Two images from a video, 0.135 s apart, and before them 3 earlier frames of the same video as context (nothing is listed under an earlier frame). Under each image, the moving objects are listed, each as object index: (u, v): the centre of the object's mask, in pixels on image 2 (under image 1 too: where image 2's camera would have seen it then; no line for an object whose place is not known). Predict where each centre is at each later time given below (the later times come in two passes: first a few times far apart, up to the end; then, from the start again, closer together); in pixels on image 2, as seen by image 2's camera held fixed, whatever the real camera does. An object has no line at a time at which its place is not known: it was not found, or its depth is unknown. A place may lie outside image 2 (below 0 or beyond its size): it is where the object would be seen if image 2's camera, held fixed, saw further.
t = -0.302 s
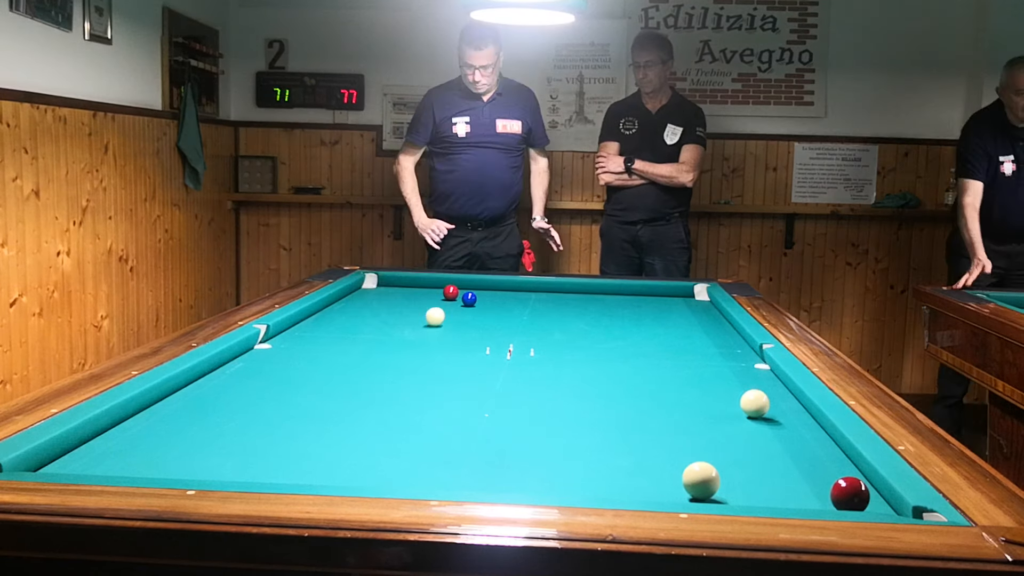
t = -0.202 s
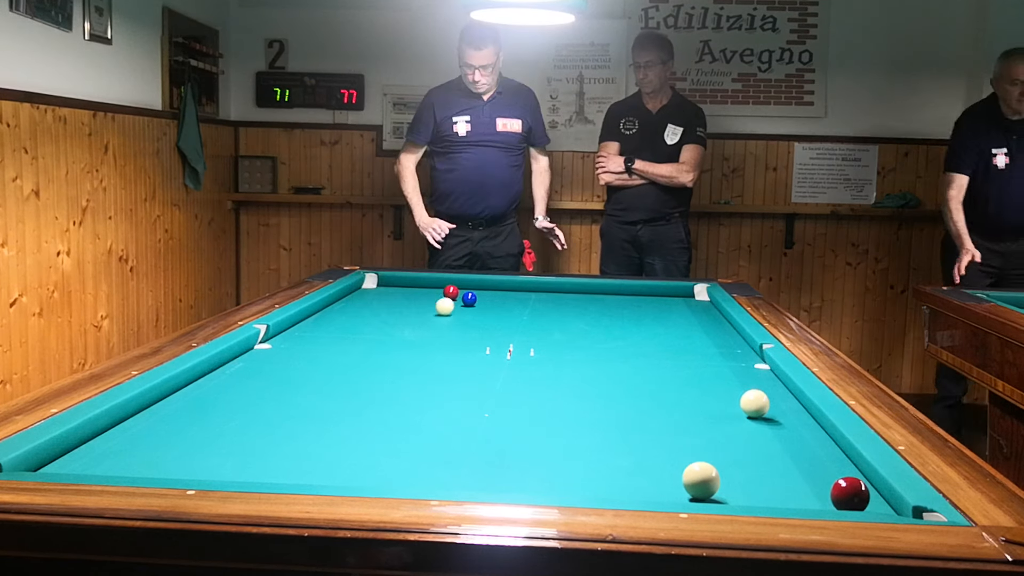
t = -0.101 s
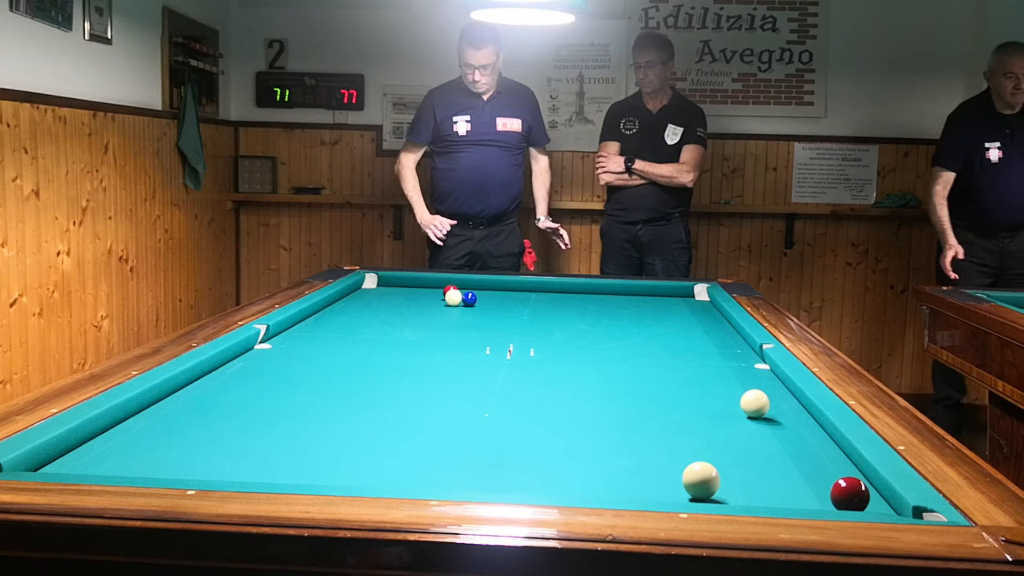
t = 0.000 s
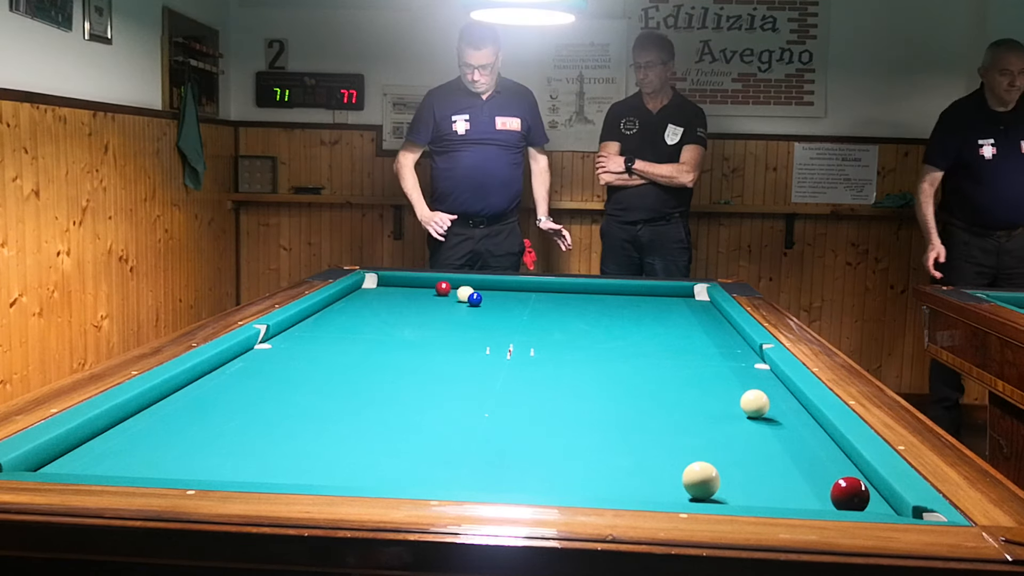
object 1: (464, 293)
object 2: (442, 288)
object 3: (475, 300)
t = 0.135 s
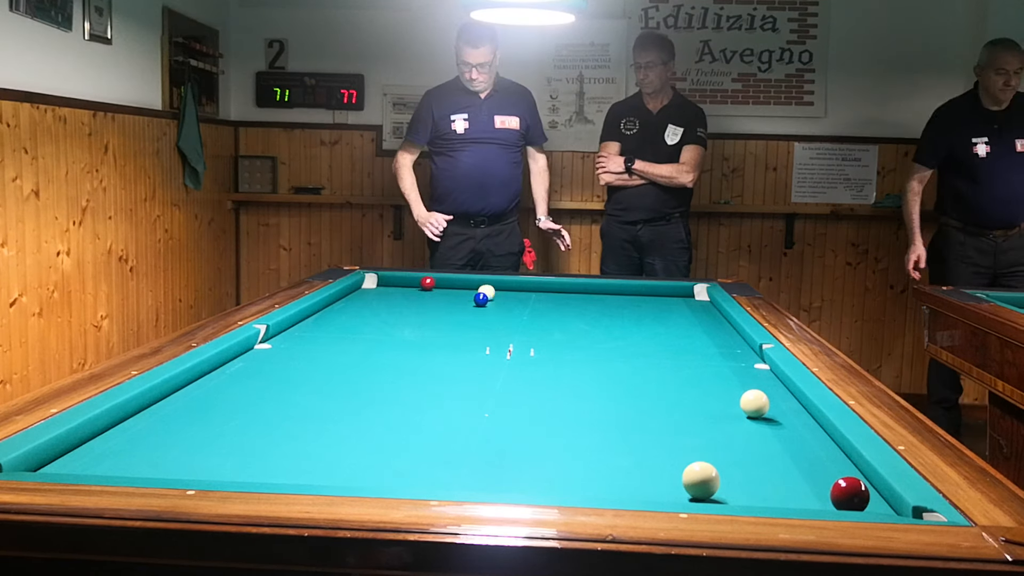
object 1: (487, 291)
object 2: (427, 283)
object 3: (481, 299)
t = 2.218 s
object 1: (659, 321)
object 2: (242, 398)
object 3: (552, 301)
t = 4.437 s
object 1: (711, 368)
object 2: (431, 389)
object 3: (569, 302)
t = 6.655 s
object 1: (661, 413)
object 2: (592, 328)
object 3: (569, 302)
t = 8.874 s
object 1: (620, 448)
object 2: (665, 301)
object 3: (569, 302)
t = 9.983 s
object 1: (611, 458)
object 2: (687, 293)
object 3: (569, 301)
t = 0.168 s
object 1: (492, 291)
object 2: (422, 285)
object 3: (482, 300)
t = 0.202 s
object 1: (496, 291)
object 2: (418, 286)
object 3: (484, 300)
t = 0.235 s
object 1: (500, 291)
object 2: (413, 287)
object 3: (485, 300)
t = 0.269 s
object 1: (504, 290)
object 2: (409, 289)
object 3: (487, 300)
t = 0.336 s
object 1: (512, 289)
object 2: (400, 290)
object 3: (490, 299)
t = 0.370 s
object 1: (516, 288)
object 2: (396, 292)
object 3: (492, 299)
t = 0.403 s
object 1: (520, 287)
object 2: (392, 293)
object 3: (493, 299)
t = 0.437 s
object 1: (524, 286)
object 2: (387, 294)
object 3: (494, 300)
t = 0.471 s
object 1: (528, 286)
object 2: (383, 295)
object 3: (496, 300)
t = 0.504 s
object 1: (530, 286)
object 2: (379, 296)
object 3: (497, 300)
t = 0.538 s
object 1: (533, 287)
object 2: (374, 297)
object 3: (499, 300)
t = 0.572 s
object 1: (535, 288)
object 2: (369, 298)
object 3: (500, 300)
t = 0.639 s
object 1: (539, 289)
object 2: (360, 301)
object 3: (503, 300)
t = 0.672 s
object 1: (542, 290)
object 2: (355, 303)
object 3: (504, 300)
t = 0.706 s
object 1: (544, 290)
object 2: (350, 303)
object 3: (506, 300)
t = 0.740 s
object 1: (546, 291)
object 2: (345, 305)
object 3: (507, 300)
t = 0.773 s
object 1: (548, 291)
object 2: (340, 306)
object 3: (508, 300)
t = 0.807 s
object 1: (551, 292)
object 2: (335, 307)
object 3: (510, 300)
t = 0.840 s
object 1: (553, 293)
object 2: (330, 309)
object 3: (511, 300)
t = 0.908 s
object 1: (558, 294)
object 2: (319, 312)
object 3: (513, 300)
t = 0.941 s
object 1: (560, 294)
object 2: (316, 313)
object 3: (515, 300)
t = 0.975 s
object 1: (562, 295)
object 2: (314, 315)
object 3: (516, 300)
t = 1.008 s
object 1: (565, 296)
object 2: (313, 316)
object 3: (517, 300)
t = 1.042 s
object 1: (567, 296)
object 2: (312, 318)
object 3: (518, 300)
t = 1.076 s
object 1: (570, 297)
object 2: (311, 319)
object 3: (520, 300)
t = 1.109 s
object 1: (572, 298)
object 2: (309, 321)
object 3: (521, 300)
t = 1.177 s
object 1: (577, 299)
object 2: (306, 324)
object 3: (523, 300)
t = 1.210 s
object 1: (579, 300)
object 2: (305, 326)
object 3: (524, 300)
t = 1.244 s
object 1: (582, 300)
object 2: (303, 328)
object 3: (525, 300)
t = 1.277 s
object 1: (584, 301)
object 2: (301, 330)
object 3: (526, 300)
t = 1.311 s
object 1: (587, 302)
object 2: (300, 332)
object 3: (528, 300)
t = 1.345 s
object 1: (589, 302)
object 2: (298, 333)
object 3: (529, 301)
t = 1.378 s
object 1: (592, 303)
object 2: (297, 335)
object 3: (530, 301)
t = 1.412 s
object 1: (594, 303)
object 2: (295, 337)
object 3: (531, 300)
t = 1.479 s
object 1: (599, 305)
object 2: (292, 341)
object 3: (533, 301)
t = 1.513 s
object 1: (602, 306)
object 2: (290, 343)
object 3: (534, 301)
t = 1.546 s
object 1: (604, 306)
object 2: (288, 345)
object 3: (535, 301)
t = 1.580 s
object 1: (607, 307)
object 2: (286, 347)
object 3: (536, 301)
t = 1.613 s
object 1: (610, 308)
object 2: (284, 349)
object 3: (537, 301)
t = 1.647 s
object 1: (612, 308)
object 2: (282, 352)
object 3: (538, 301)
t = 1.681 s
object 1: (615, 309)
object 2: (280, 354)
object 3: (539, 301)
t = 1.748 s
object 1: (620, 310)
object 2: (276, 359)
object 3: (540, 301)
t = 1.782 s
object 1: (623, 311)
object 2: (274, 361)
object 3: (541, 300)
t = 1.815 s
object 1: (626, 312)
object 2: (272, 364)
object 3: (542, 301)
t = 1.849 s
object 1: (628, 312)
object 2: (270, 366)
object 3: (543, 301)
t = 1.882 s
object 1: (631, 313)
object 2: (267, 369)
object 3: (544, 301)
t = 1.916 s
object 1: (634, 314)
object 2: (265, 372)
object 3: (545, 301)
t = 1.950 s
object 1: (636, 315)
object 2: (263, 374)
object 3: (546, 301)
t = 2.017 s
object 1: (642, 316)
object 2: (258, 379)
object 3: (547, 301)
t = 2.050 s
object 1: (645, 317)
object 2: (255, 382)
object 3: (548, 301)
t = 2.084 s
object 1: (647, 318)
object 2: (253, 385)
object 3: (549, 301)
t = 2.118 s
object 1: (650, 318)
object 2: (250, 388)
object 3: (549, 301)
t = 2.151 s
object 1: (653, 319)
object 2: (247, 392)
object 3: (550, 301)
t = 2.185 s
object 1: (656, 320)
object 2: (245, 395)
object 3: (551, 301)
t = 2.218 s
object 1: (659, 321)
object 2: (242, 398)
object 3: (552, 301)
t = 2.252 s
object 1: (661, 321)
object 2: (239, 401)
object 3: (552, 301)
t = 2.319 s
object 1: (667, 323)
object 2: (232, 408)
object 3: (554, 301)
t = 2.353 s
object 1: (670, 324)
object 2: (230, 412)
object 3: (554, 301)
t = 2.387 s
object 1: (673, 325)
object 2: (226, 416)
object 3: (555, 301)
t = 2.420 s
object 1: (676, 325)
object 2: (223, 419)
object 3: (556, 301)
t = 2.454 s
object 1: (679, 326)
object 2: (219, 423)
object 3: (556, 301)
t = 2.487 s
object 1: (682, 327)
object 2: (216, 427)
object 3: (557, 301)
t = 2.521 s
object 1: (685, 328)
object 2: (212, 431)
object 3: (557, 301)
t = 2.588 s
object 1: (691, 329)
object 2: (205, 440)
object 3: (558, 301)
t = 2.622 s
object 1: (694, 330)
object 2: (201, 445)
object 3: (559, 301)
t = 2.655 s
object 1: (697, 331)
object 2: (197, 449)
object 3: (559, 301)
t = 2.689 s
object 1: (700, 332)
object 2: (193, 454)
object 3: (560, 301)
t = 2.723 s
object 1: (703, 333)
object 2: (189, 458)
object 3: (560, 301)
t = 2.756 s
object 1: (706, 333)
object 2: (184, 462)
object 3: (561, 301)
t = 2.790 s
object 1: (709, 334)
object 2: (180, 465)
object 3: (561, 301)
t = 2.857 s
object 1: (715, 336)
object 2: (171, 470)
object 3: (562, 301)
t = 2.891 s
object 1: (718, 337)
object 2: (167, 473)
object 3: (563, 301)
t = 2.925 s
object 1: (721, 337)
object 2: (163, 475)
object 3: (563, 301)
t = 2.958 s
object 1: (724, 338)
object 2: (173, 473)
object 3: (563, 301)
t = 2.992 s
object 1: (727, 339)
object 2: (183, 472)
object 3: (564, 301)
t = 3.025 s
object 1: (731, 340)
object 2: (192, 470)
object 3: (564, 301)
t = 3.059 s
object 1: (734, 341)
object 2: (201, 469)
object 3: (565, 301)
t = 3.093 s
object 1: (737, 342)
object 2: (209, 467)
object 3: (565, 301)
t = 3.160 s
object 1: (740, 343)
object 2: (225, 464)
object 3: (566, 301)
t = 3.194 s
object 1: (739, 344)
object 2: (232, 462)
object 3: (566, 302)
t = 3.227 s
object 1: (738, 344)
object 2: (240, 460)
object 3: (566, 302)
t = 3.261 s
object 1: (738, 345)
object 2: (247, 457)
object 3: (566, 301)
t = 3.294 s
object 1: (737, 346)
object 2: (254, 454)
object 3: (567, 302)
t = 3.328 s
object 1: (736, 346)
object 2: (261, 452)
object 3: (567, 301)
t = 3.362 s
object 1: (736, 347)
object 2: (268, 449)
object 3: (567, 302)
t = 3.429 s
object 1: (734, 348)
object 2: (282, 444)
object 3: (568, 301)
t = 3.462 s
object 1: (734, 349)
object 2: (288, 442)
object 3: (568, 301)
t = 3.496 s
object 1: (733, 350)
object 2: (294, 439)
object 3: (568, 301)
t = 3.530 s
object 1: (732, 350)
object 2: (301, 437)
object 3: (568, 301)
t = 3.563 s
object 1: (732, 351)
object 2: (307, 435)
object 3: (568, 301)
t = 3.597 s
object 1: (731, 352)
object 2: (313, 432)
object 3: (568, 301)
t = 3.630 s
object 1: (730, 352)
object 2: (319, 430)
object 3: (569, 301)
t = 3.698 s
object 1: (728, 353)
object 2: (330, 426)
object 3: (569, 301)
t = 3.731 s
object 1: (728, 354)
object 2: (335, 424)
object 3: (569, 301)
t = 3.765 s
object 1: (727, 355)
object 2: (341, 422)
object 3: (569, 301)
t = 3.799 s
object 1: (726, 355)
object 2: (346, 420)
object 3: (569, 302)
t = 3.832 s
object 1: (725, 356)
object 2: (351, 418)
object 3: (569, 302)
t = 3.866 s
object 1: (725, 357)
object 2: (356, 416)
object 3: (569, 301)
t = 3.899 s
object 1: (724, 358)
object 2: (361, 414)
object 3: (569, 302)
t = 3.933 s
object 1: (723, 358)
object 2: (366, 413)
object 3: (569, 301)
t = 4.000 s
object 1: (721, 360)
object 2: (376, 409)
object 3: (569, 301)
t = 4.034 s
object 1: (721, 360)
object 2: (380, 407)
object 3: (569, 301)
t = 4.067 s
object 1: (720, 361)
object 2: (385, 406)
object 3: (569, 301)
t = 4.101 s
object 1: (719, 361)
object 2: (390, 404)
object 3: (569, 301)
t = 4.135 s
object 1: (718, 362)
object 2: (394, 402)
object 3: (569, 301)
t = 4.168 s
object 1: (717, 363)
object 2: (399, 401)
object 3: (569, 301)
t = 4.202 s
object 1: (717, 363)
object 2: (403, 399)
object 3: (569, 301)
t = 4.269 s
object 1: (715, 365)
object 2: (411, 396)
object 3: (569, 301)
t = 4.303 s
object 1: (714, 365)
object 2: (415, 394)
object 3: (569, 301)
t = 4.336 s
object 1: (713, 366)
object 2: (419, 393)
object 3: (569, 301)
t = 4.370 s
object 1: (712, 367)
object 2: (423, 392)
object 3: (569, 301)
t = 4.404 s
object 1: (712, 367)
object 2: (427, 390)
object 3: (569, 301)
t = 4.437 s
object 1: (711, 368)
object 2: (431, 389)
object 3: (569, 302)
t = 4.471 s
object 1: (710, 369)
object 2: (435, 387)
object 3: (569, 301)
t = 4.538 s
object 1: (708, 370)
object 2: (442, 385)
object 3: (569, 301)
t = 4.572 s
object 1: (708, 371)
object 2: (445, 383)
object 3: (569, 301)
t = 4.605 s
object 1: (707, 371)
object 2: (449, 382)
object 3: (569, 301)
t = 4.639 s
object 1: (706, 372)
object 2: (453, 381)
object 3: (569, 301)
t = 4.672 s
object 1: (705, 373)
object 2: (456, 379)
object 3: (569, 301)
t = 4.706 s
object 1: (705, 373)
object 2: (459, 378)
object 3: (569, 301)
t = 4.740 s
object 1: (704, 374)
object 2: (462, 377)
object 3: (569, 301)
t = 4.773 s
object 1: (703, 375)
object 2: (466, 376)
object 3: (569, 301)
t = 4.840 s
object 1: (701, 376)
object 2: (472, 374)
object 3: (569, 301)
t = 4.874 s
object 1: (701, 377)
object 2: (475, 372)
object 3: (569, 301)
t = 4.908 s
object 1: (700, 377)
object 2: (478, 371)
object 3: (569, 301)
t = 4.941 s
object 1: (699, 378)
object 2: (481, 370)
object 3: (569, 301)
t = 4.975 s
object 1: (698, 379)
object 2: (484, 369)
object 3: (569, 301)
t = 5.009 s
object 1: (697, 379)
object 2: (487, 367)
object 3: (569, 301)
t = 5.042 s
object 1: (697, 380)
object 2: (490, 367)
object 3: (569, 301)
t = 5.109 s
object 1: (695, 382)
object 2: (496, 364)
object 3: (569, 301)
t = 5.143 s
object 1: (694, 382)
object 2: (499, 363)
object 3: (569, 301)
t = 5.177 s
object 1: (694, 383)
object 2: (501, 362)
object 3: (569, 301)
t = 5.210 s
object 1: (693, 384)
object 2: (504, 361)
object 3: (569, 302)
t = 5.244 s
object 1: (692, 384)
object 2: (507, 360)
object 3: (569, 301)
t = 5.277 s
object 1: (691, 385)
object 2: (509, 359)
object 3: (569, 301)
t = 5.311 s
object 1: (690, 386)
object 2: (512, 358)
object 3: (569, 301)
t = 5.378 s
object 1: (689, 387)
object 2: (517, 356)
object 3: (569, 301)
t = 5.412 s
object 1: (688, 388)
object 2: (520, 355)
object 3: (569, 301)
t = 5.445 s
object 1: (687, 389)
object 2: (522, 354)
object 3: (569, 301)
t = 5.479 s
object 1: (687, 389)
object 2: (524, 353)
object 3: (569, 301)
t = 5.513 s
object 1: (686, 390)
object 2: (526, 353)
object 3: (569, 301)
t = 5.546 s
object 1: (685, 391)
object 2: (529, 352)
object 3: (569, 301)
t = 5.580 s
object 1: (684, 391)
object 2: (531, 351)
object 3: (569, 301)
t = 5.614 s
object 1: (684, 392)
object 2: (533, 350)
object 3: (569, 301)
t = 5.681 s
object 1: (682, 394)
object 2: (538, 349)
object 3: (569, 301)
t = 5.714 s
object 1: (682, 394)
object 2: (540, 348)
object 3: (569, 301)
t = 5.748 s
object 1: (681, 395)
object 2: (542, 347)
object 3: (569, 301)
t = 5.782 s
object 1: (680, 396)
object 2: (544, 346)
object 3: (569, 301)
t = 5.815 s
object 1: (679, 396)
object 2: (547, 346)
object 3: (569, 301)
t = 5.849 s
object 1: (679, 397)
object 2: (549, 345)
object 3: (569, 301)
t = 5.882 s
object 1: (678, 398)
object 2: (551, 344)
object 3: (569, 301)
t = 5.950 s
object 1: (676, 399)
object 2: (555, 342)
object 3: (569, 301)
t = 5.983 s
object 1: (676, 400)
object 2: (557, 342)
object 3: (569, 301)
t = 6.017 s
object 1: (675, 400)
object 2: (559, 341)
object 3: (569, 302)
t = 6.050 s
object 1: (674, 401)
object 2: (561, 340)
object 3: (569, 301)
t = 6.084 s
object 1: (673, 402)
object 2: (563, 339)
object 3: (569, 301)
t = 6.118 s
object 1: (673, 402)
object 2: (565, 339)
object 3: (569, 301)
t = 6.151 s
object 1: (672, 403)
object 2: (566, 338)
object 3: (569, 301)
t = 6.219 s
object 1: (670, 404)
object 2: (570, 336)
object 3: (569, 301)
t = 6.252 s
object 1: (670, 405)
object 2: (572, 336)
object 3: (569, 301)
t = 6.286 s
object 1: (669, 406)
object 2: (574, 335)
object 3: (569, 301)
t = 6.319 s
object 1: (668, 406)
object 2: (575, 335)
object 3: (569, 302)
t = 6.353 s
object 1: (668, 407)
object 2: (577, 334)
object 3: (569, 302)
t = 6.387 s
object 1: (667, 408)
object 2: (579, 333)
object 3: (569, 302)
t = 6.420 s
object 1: (666, 408)
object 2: (581, 333)
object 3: (569, 302)
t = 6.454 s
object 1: (666, 409)
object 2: (582, 332)
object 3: (569, 301)
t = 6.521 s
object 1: (664, 410)
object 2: (586, 331)
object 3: (569, 302)
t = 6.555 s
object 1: (663, 411)
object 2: (587, 330)
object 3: (569, 302)
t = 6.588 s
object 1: (663, 412)
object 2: (589, 329)
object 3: (569, 301)
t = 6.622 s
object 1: (662, 413)
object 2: (590, 329)
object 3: (569, 301)
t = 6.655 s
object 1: (661, 413)
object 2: (592, 328)
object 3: (569, 302)
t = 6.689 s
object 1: (660, 414)
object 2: (594, 328)
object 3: (569, 301)
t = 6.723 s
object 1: (660, 415)
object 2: (595, 327)
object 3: (569, 302)
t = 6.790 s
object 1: (658, 416)
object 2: (598, 326)
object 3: (569, 301)
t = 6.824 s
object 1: (658, 416)
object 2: (599, 325)
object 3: (569, 301)
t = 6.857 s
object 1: (657, 417)
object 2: (601, 325)
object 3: (569, 302)
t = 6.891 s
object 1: (656, 418)
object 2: (602, 324)
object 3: (569, 302)
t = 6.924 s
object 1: (655, 418)
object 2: (604, 324)
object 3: (569, 301)
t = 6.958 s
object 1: (655, 419)
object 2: (605, 323)
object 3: (569, 302)
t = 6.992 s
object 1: (654, 419)
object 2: (607, 323)
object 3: (569, 302)
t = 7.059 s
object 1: (652, 421)
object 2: (609, 322)
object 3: (569, 302)
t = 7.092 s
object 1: (652, 421)
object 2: (611, 321)
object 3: (569, 302)
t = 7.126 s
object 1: (651, 422)
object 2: (612, 321)
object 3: (569, 302)
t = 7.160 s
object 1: (650, 423)
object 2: (613, 320)
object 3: (569, 302)
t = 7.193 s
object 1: (650, 423)
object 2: (615, 320)
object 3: (569, 302)
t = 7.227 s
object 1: (649, 424)
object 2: (616, 319)
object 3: (569, 302)
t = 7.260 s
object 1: (648, 424)
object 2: (617, 319)
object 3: (569, 302)
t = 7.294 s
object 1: (647, 425)
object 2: (618, 318)
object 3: (569, 301)
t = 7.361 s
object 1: (646, 426)
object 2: (621, 317)
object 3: (569, 302)
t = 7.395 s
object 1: (645, 427)
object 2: (622, 317)
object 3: (569, 302)
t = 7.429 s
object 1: (645, 427)
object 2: (623, 316)
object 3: (569, 301)
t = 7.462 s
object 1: (644, 428)
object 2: (625, 316)
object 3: (569, 301)
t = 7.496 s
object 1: (643, 429)
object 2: (626, 315)
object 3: (569, 301)
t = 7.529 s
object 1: (642, 429)
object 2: (627, 315)
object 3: (569, 302)
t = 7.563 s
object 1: (642, 430)
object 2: (628, 315)
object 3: (569, 302)
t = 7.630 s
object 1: (640, 431)
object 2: (630, 314)
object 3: (569, 302)
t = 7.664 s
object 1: (640, 432)
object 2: (631, 314)
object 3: (569, 302)
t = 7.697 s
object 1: (639, 432)
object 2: (632, 313)
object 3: (569, 302)
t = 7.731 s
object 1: (638, 433)
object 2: (634, 313)
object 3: (569, 301)
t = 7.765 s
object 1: (638, 433)
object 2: (635, 312)
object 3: (569, 301)
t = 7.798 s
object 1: (637, 434)
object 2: (636, 312)
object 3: (569, 302)
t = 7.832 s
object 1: (637, 434)
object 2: (637, 311)
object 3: (569, 302)
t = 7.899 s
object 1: (635, 435)
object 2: (639, 311)
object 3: (569, 302)
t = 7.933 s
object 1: (635, 436)
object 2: (640, 310)
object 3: (569, 301)
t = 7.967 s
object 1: (634, 436)
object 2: (641, 310)
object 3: (569, 301)
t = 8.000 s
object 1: (633, 437)
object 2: (642, 309)
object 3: (569, 302)
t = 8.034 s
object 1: (633, 437)
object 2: (643, 309)
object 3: (569, 302)
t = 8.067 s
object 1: (632, 438)
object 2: (644, 309)
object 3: (569, 302)
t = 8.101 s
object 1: (631, 438)
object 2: (645, 308)
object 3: (569, 302)
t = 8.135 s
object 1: (631, 439)
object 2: (646, 308)
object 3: (569, 302)
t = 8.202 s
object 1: (630, 440)
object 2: (648, 307)
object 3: (569, 302)
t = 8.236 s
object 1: (629, 440)
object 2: (649, 307)
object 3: (569, 301)
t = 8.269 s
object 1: (629, 441)
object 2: (650, 306)
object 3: (569, 301)
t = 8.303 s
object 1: (628, 441)
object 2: (650, 306)
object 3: (569, 301)
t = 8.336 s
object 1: (628, 442)
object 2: (651, 306)
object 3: (569, 301)
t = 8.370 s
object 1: (627, 442)
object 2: (652, 306)
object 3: (569, 301)
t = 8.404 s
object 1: (626, 443)
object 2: (653, 305)
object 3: (569, 301)
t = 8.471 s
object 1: (625, 444)
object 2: (655, 304)
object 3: (569, 301)
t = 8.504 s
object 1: (625, 444)
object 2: (656, 304)
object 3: (569, 301)
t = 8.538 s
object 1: (624, 445)
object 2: (657, 304)
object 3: (569, 301)
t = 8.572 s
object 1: (624, 445)
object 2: (658, 304)
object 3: (569, 301)
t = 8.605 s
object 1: (623, 445)
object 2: (658, 303)
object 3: (569, 301)
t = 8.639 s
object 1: (623, 446)
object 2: (659, 303)
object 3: (569, 301)
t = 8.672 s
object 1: (622, 446)
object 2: (660, 303)
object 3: (569, 301)
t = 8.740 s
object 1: (622, 447)
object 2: (662, 302)
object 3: (569, 302)
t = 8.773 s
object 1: (621, 447)
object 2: (662, 302)
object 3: (569, 302)
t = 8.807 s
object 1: (621, 448)
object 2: (663, 301)
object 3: (569, 302)
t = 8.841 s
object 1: (621, 448)
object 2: (664, 301)
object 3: (569, 302)
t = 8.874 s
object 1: (620, 448)
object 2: (665, 301)
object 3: (569, 302)
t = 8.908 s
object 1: (620, 449)
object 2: (666, 300)
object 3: (569, 302)
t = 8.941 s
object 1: (619, 449)
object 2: (666, 300)
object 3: (569, 302)
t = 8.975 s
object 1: (619, 450)
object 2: (667, 300)
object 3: (569, 302)
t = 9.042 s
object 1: (618, 450)
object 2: (668, 299)
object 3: (569, 302)
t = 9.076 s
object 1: (618, 451)
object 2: (669, 299)
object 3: (569, 302)
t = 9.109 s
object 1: (617, 451)
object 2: (670, 299)
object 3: (569, 302)
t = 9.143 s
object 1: (617, 451)
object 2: (671, 299)
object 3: (569, 301)
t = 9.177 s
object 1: (617, 452)
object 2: (671, 298)
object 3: (569, 301)
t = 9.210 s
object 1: (617, 452)
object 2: (672, 298)
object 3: (569, 302)
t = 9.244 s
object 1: (616, 452)
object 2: (673, 298)
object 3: (569, 302)
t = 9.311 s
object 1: (616, 453)
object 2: (674, 297)
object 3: (569, 302)
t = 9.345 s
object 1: (615, 453)
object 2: (675, 297)
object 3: (569, 302)
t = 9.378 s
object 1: (615, 454)
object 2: (676, 297)
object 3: (569, 301)
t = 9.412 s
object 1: (615, 454)
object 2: (676, 297)
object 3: (569, 301)
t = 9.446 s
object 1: (615, 454)
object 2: (677, 296)
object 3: (569, 301)
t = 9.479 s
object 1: (614, 455)
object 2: (678, 296)
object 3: (569, 301)
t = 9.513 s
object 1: (614, 455)
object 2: (678, 296)
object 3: (569, 301)
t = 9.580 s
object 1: (614, 455)
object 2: (680, 296)
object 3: (569, 301)
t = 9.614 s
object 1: (613, 456)
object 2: (680, 295)
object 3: (569, 301)
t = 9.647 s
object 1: (613, 456)
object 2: (681, 295)
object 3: (569, 301)
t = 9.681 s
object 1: (613, 456)
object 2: (682, 295)
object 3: (569, 301)
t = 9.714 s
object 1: (613, 456)
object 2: (682, 295)
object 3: (569, 301)
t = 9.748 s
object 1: (612, 457)
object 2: (683, 294)
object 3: (569, 301)
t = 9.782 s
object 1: (612, 457)
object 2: (683, 294)
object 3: (569, 301)
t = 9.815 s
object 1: (612, 457)
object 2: (684, 294)
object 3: (569, 301)
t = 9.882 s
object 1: (612, 457)
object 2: (685, 293)
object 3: (569, 301)
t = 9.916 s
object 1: (611, 458)
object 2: (686, 293)
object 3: (569, 301)
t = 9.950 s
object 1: (611, 458)
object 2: (686, 293)
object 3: (569, 301)
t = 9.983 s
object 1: (611, 458)
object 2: (687, 293)
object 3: (569, 301)
